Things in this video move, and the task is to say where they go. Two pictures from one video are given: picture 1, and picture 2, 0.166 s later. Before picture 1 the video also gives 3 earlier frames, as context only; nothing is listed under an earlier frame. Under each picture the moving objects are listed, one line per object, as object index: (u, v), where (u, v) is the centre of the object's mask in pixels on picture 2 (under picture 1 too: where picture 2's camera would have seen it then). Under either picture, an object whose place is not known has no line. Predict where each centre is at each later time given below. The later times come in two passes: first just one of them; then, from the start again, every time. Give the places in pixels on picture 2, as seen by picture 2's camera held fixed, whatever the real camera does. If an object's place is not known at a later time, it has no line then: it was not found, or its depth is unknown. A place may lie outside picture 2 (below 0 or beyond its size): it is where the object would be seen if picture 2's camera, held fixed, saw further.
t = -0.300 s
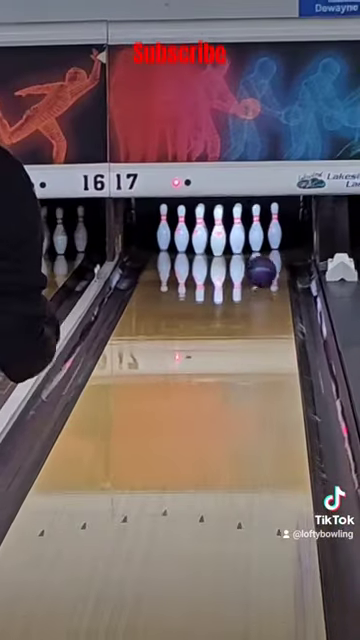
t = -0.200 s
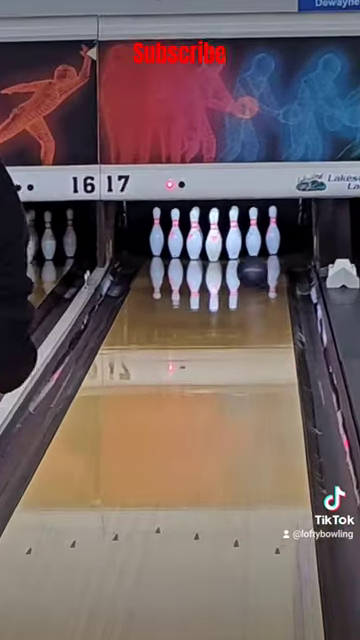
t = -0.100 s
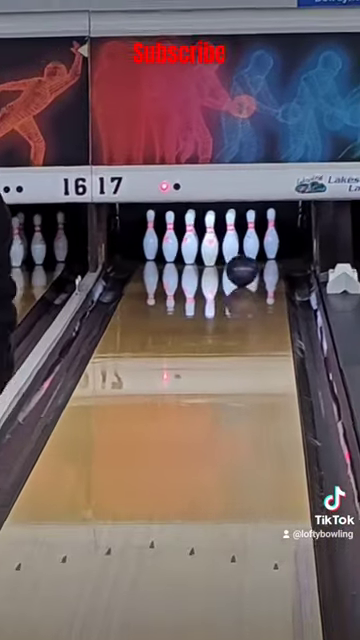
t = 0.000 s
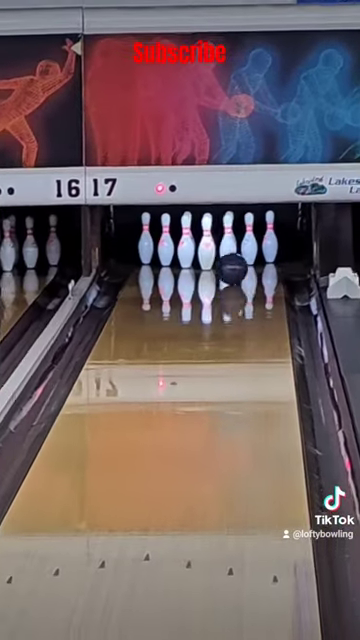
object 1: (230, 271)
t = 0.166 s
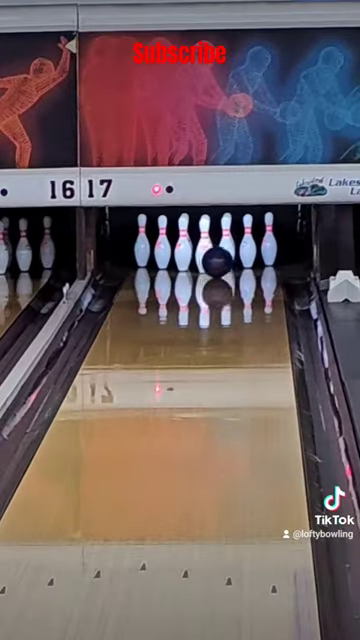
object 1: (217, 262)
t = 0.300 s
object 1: (212, 257)
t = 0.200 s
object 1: (214, 260)
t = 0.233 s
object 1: (213, 259)
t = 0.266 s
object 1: (213, 257)
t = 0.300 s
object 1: (212, 257)
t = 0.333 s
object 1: (211, 256)
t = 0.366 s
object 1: (209, 256)
